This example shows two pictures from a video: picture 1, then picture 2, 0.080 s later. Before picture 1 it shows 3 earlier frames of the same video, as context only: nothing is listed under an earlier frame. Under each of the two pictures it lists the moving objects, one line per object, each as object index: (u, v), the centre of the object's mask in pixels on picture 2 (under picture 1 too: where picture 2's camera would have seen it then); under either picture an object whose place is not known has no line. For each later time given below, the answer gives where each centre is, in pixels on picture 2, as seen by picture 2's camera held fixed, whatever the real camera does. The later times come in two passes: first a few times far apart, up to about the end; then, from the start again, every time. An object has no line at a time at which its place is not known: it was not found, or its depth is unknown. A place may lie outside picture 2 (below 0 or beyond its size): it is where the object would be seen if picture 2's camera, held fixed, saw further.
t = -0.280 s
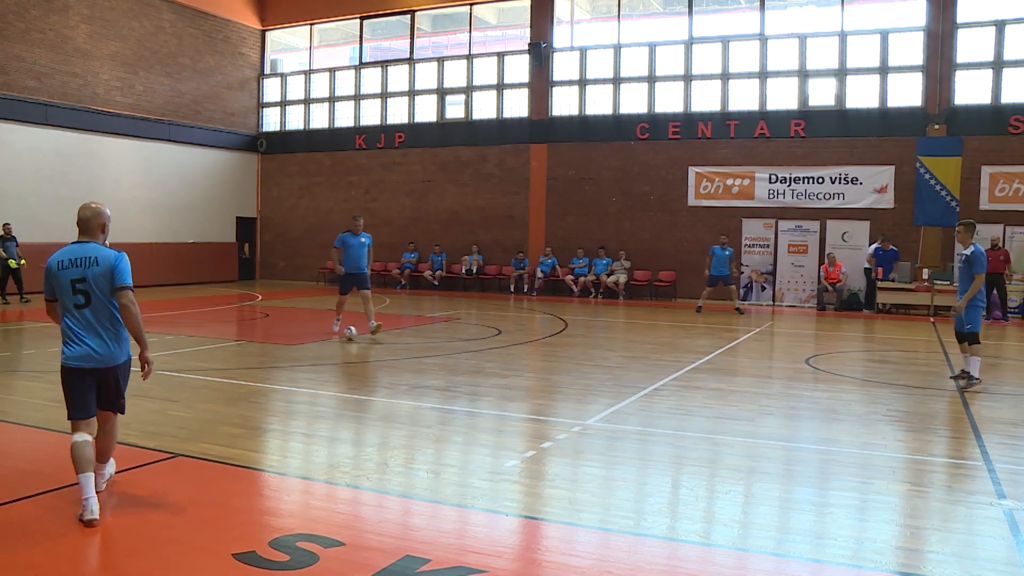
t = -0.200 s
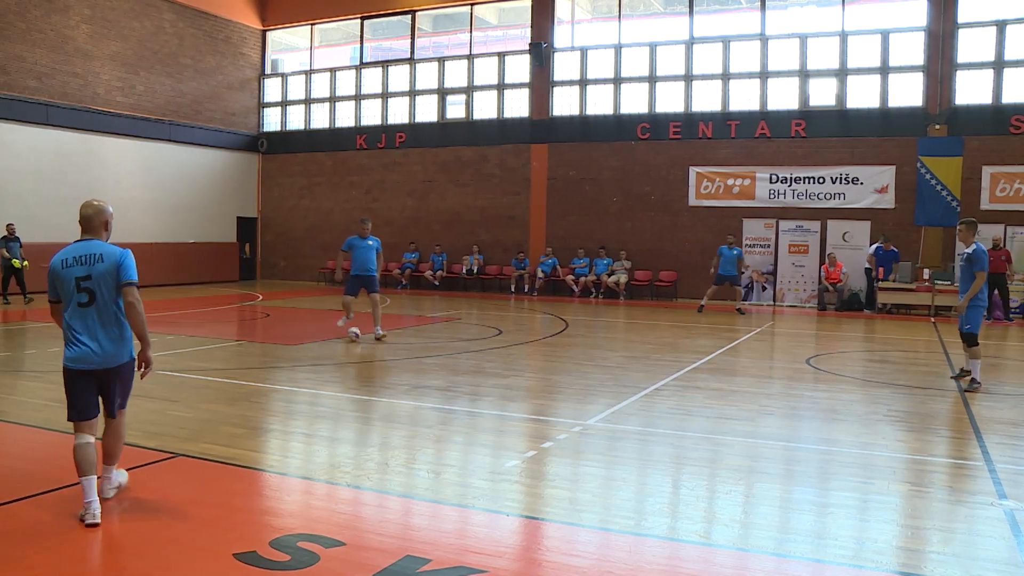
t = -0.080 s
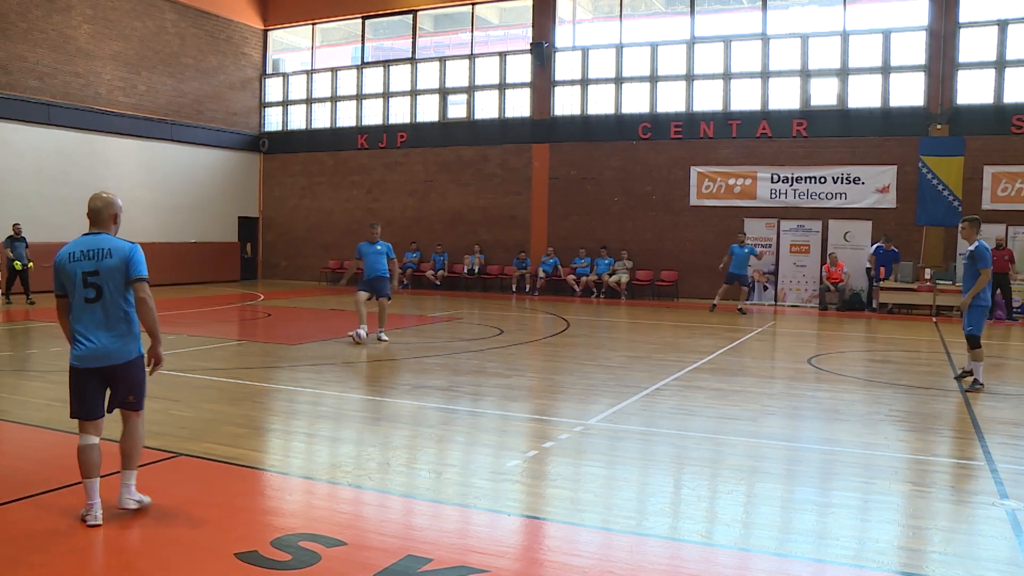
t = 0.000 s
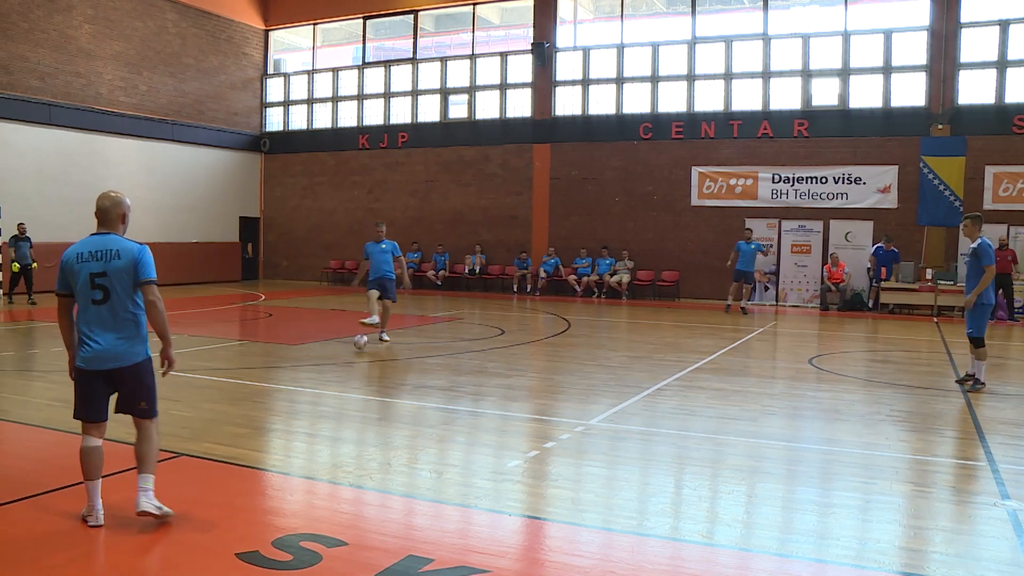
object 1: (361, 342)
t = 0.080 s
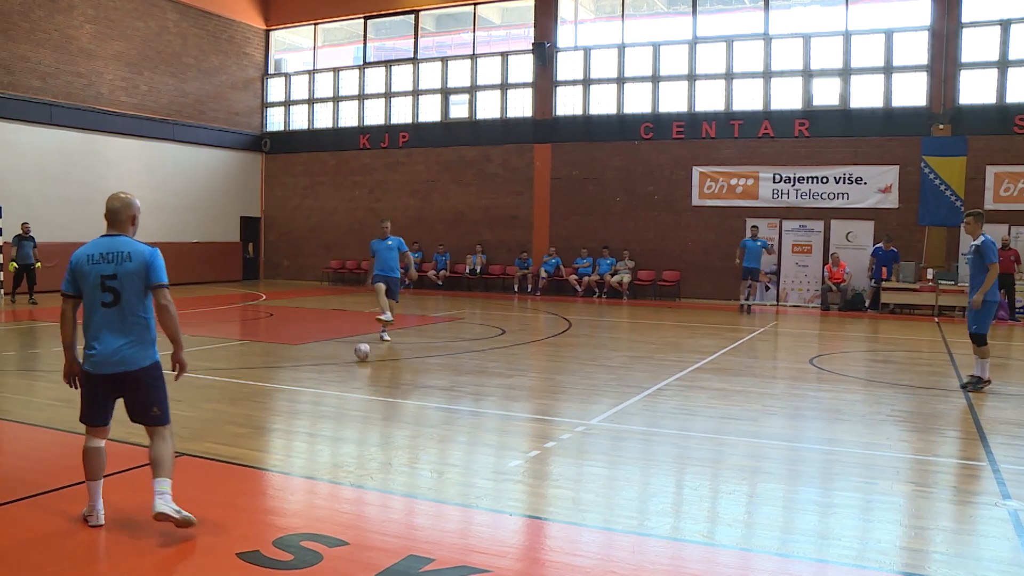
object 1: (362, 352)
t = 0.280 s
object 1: (365, 376)
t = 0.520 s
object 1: (371, 414)
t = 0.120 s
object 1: (363, 355)
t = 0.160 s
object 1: (364, 361)
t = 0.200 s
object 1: (364, 365)
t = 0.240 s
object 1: (365, 370)
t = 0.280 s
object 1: (365, 376)
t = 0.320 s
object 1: (366, 381)
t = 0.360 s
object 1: (367, 387)
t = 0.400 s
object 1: (368, 394)
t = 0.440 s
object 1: (368, 401)
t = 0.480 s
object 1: (370, 407)
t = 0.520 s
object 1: (371, 414)
